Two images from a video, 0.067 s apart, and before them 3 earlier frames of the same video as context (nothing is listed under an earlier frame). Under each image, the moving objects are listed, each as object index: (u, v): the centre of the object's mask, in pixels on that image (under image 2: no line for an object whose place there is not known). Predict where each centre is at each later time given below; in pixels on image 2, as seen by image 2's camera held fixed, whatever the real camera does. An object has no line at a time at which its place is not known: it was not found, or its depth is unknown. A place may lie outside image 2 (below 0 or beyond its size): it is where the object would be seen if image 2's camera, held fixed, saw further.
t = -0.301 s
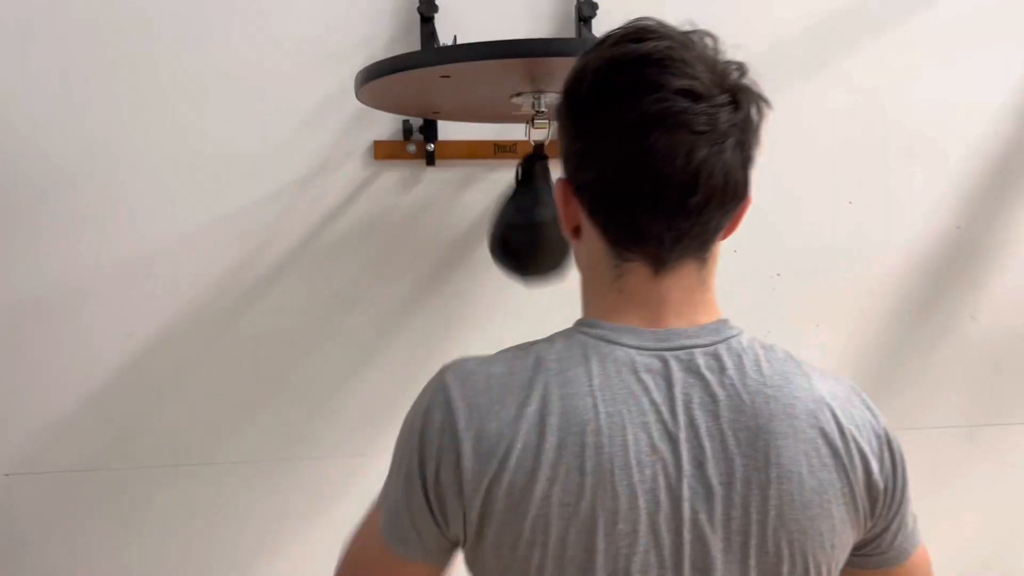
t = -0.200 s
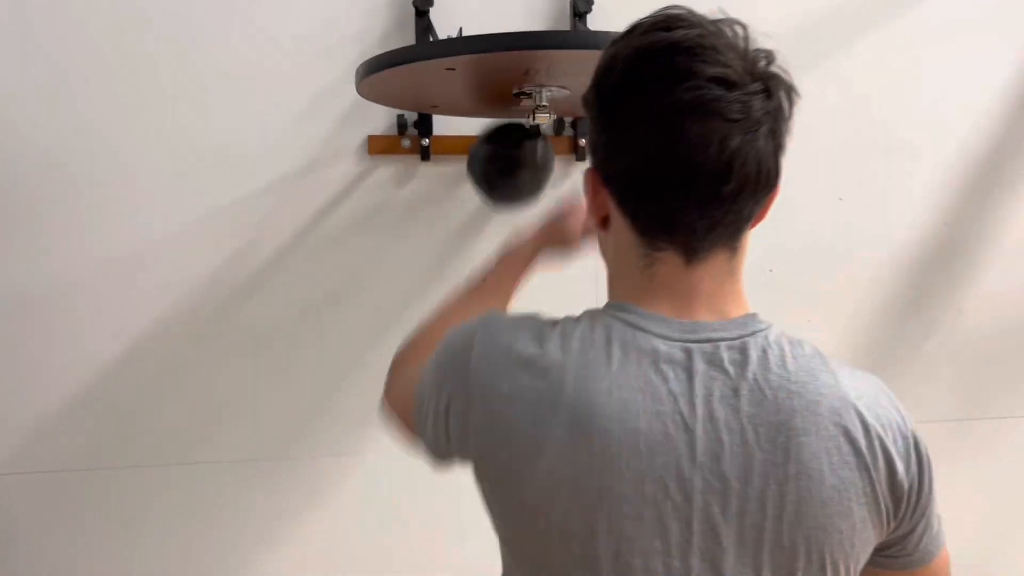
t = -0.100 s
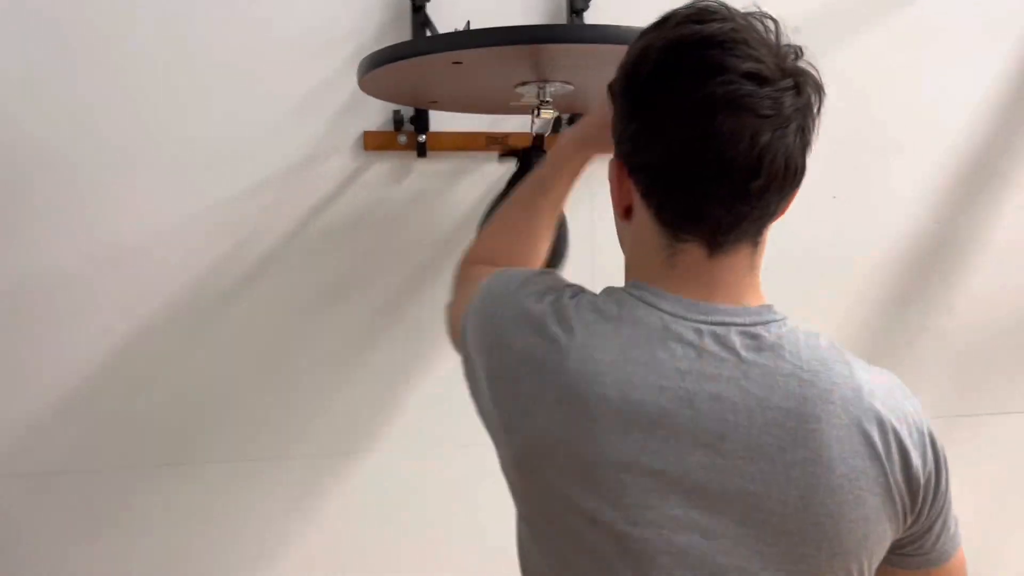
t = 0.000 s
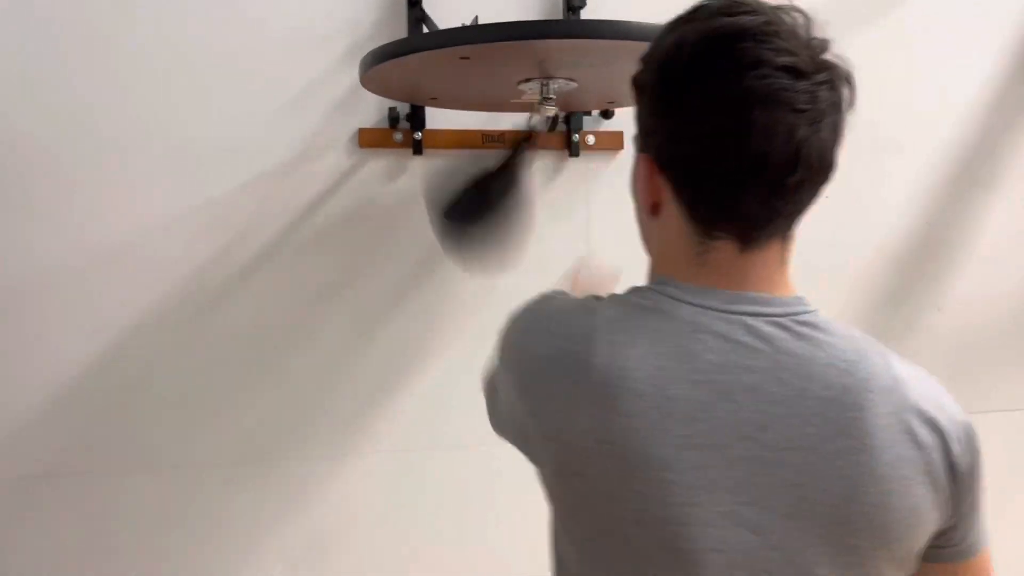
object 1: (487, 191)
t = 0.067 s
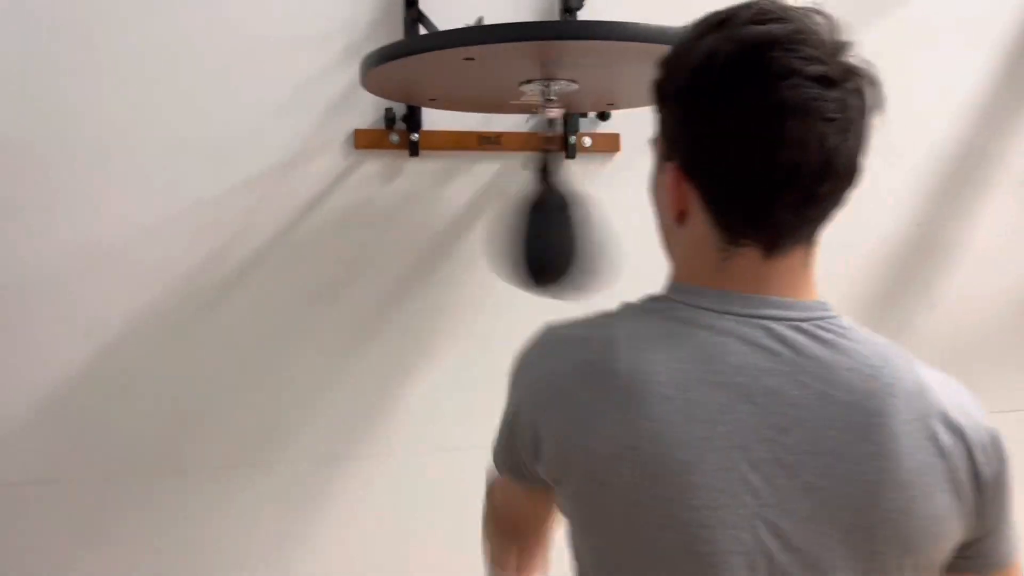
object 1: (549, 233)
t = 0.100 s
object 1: (627, 202)
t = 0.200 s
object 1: (562, 238)
